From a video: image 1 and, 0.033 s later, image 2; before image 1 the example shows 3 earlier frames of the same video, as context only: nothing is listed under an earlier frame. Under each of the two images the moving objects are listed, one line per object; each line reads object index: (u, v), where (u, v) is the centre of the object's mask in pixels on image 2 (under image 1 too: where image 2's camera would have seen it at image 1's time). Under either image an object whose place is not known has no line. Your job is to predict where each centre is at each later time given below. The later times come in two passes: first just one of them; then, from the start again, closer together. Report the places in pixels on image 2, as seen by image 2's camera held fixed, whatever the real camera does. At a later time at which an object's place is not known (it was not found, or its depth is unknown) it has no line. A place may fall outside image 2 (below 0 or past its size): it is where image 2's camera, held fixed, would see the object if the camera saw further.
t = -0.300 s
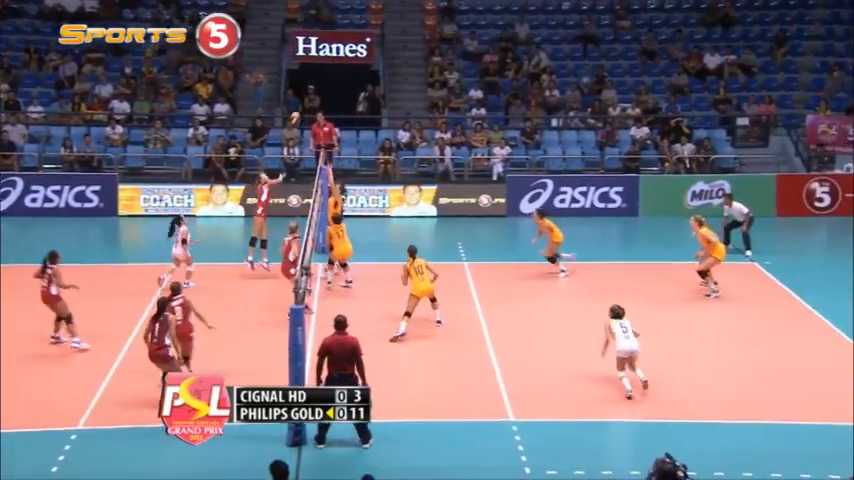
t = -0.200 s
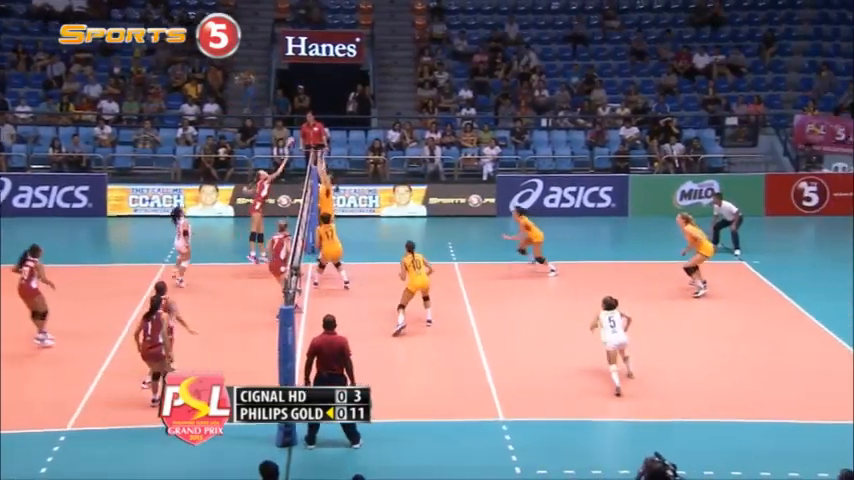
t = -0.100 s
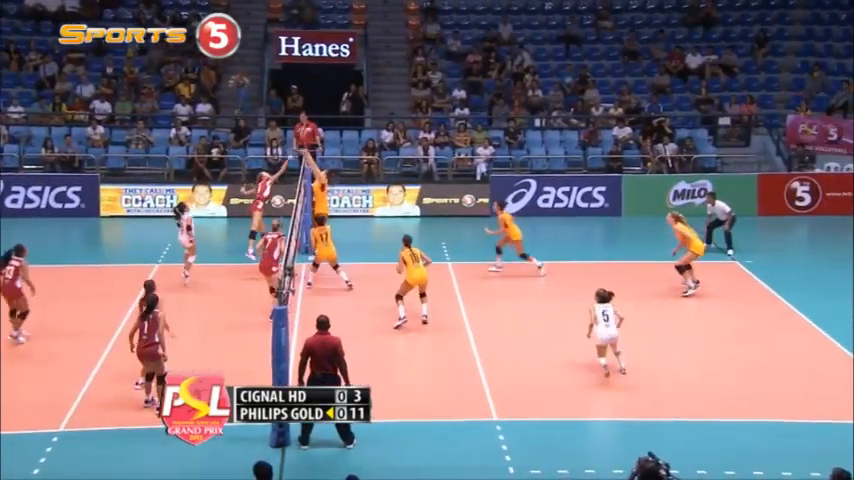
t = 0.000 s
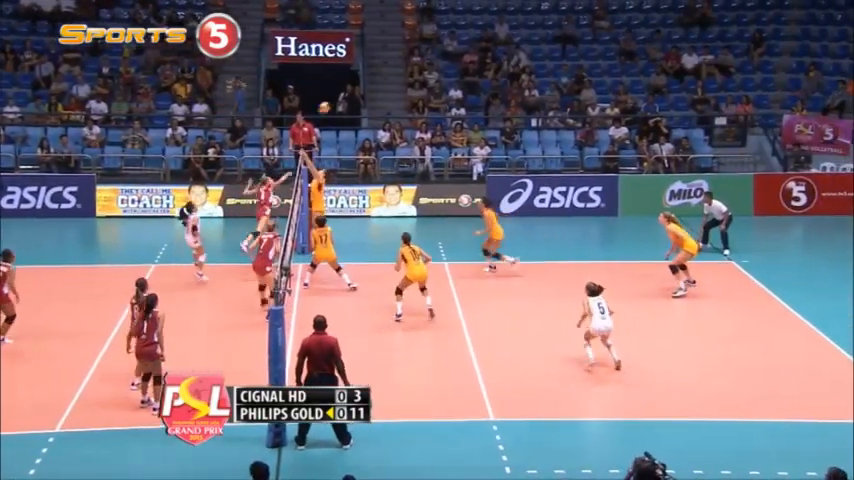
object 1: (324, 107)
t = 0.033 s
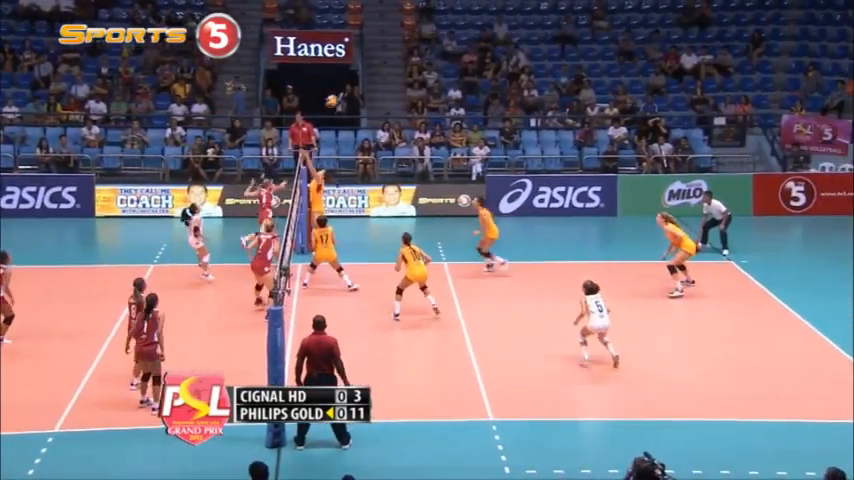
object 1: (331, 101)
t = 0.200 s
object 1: (372, 74)
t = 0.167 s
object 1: (364, 78)
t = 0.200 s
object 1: (372, 74)
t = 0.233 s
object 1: (380, 70)
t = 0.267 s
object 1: (388, 66)
